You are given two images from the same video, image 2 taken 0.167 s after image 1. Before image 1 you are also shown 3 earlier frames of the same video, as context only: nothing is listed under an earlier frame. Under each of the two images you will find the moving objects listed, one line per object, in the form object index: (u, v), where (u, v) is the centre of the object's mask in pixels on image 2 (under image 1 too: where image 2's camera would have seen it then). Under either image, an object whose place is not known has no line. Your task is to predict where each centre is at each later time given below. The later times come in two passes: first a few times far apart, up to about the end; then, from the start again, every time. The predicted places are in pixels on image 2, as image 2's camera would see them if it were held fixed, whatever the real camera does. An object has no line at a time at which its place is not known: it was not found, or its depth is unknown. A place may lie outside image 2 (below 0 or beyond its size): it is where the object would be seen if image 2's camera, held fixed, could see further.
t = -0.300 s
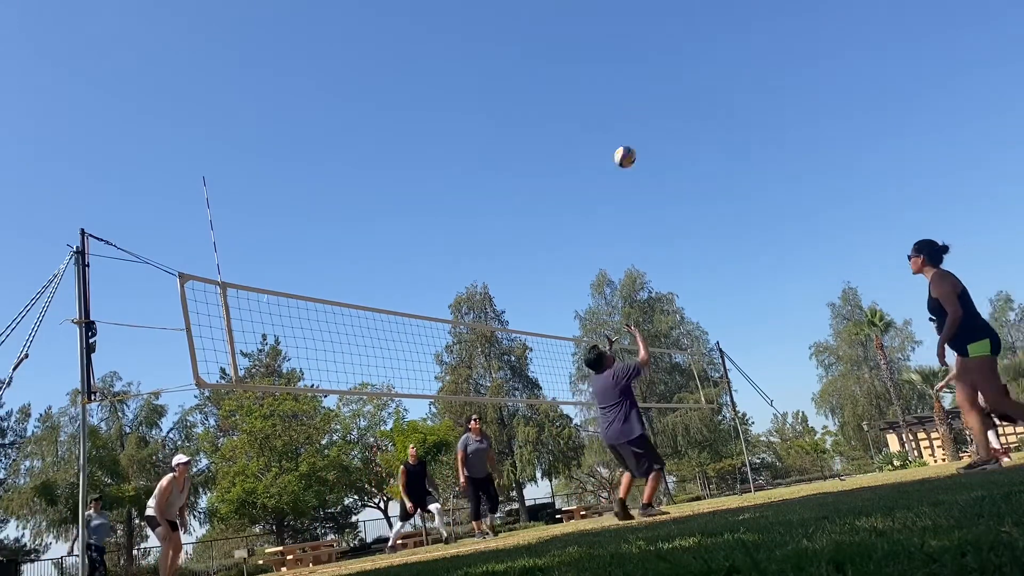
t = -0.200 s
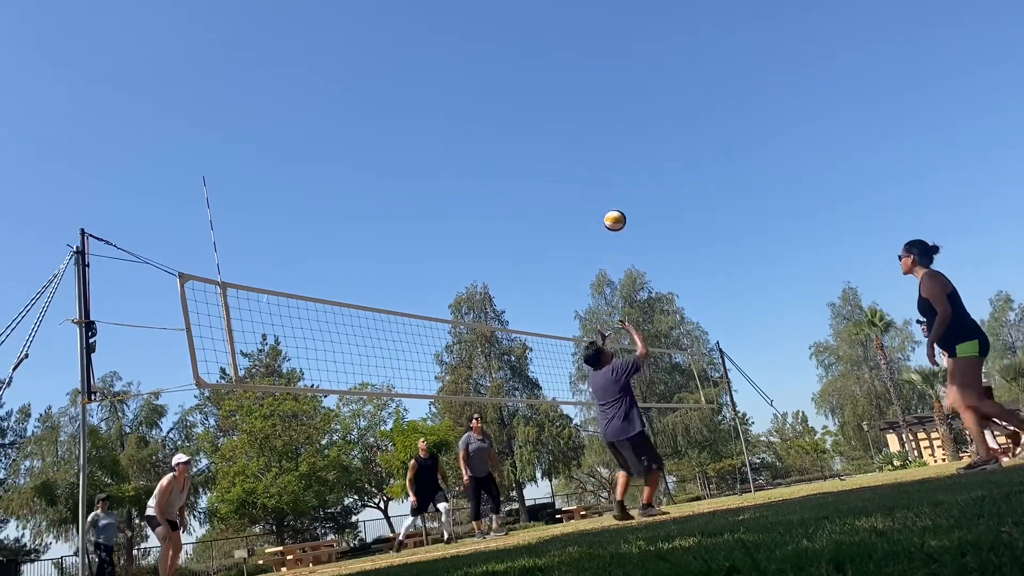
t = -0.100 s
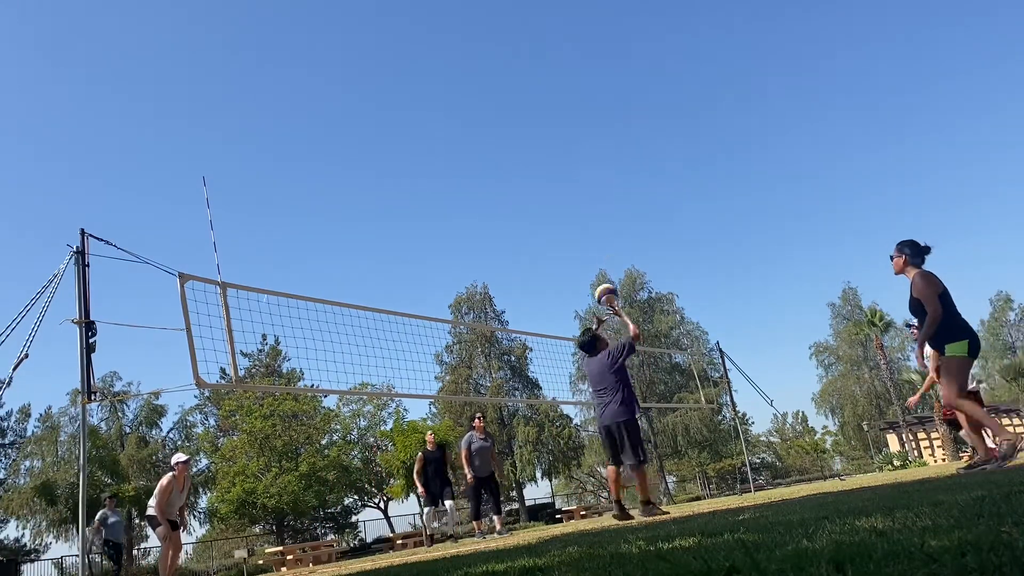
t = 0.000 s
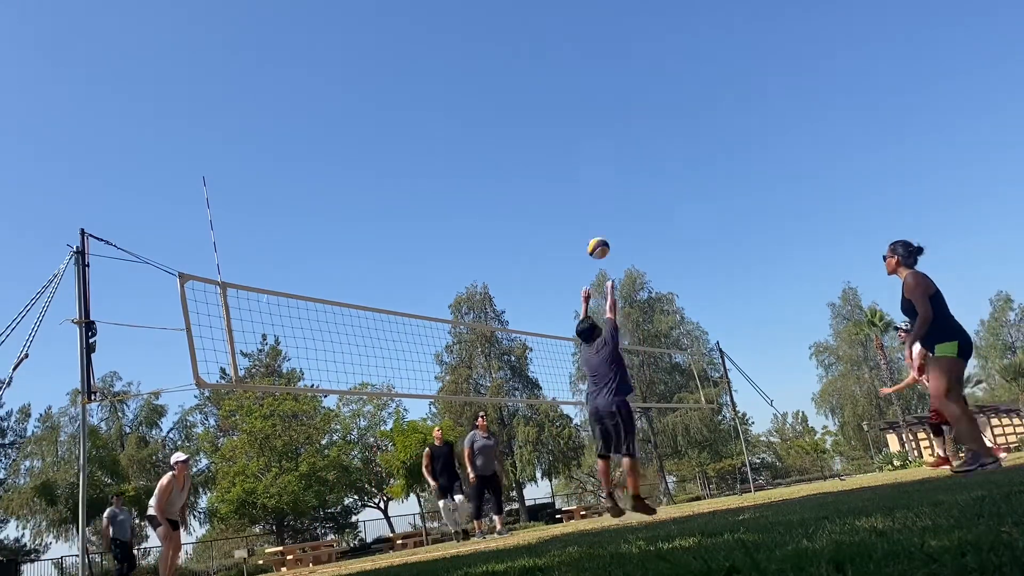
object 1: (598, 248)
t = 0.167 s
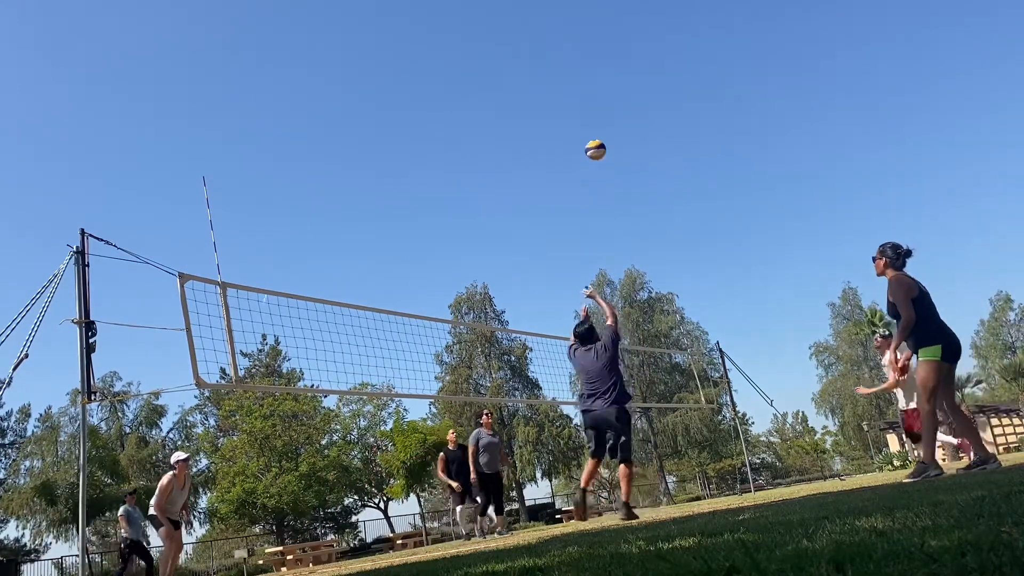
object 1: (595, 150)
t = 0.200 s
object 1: (595, 135)
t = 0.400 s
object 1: (600, 71)
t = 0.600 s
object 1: (609, 46)
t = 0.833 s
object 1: (624, 55)
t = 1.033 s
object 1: (642, 93)
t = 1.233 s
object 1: (663, 158)
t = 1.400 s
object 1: (684, 231)
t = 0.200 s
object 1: (595, 135)
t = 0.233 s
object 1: (596, 121)
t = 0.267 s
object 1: (596, 108)
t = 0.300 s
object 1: (597, 98)
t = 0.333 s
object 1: (598, 88)
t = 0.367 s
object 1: (599, 79)
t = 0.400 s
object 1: (600, 71)
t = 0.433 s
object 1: (601, 65)
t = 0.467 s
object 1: (602, 59)
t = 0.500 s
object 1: (604, 54)
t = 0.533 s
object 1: (605, 51)
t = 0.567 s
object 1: (607, 48)
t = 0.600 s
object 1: (609, 46)
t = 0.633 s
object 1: (610, 45)
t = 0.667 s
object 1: (612, 44)
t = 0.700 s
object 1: (615, 45)
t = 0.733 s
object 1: (617, 46)
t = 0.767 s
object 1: (619, 48)
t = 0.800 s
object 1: (621, 52)
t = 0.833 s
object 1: (624, 55)
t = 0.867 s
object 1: (627, 60)
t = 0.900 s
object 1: (629, 65)
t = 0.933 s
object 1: (632, 71)
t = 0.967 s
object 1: (636, 78)
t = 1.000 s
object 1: (638, 85)
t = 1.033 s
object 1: (642, 93)
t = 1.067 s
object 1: (645, 103)
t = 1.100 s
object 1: (649, 112)
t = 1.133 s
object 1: (652, 122)
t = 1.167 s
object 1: (656, 133)
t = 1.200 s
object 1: (660, 145)
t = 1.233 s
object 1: (663, 158)
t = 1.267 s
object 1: (667, 171)
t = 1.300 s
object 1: (672, 185)
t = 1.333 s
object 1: (676, 200)
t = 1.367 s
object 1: (680, 215)
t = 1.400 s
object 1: (684, 231)
